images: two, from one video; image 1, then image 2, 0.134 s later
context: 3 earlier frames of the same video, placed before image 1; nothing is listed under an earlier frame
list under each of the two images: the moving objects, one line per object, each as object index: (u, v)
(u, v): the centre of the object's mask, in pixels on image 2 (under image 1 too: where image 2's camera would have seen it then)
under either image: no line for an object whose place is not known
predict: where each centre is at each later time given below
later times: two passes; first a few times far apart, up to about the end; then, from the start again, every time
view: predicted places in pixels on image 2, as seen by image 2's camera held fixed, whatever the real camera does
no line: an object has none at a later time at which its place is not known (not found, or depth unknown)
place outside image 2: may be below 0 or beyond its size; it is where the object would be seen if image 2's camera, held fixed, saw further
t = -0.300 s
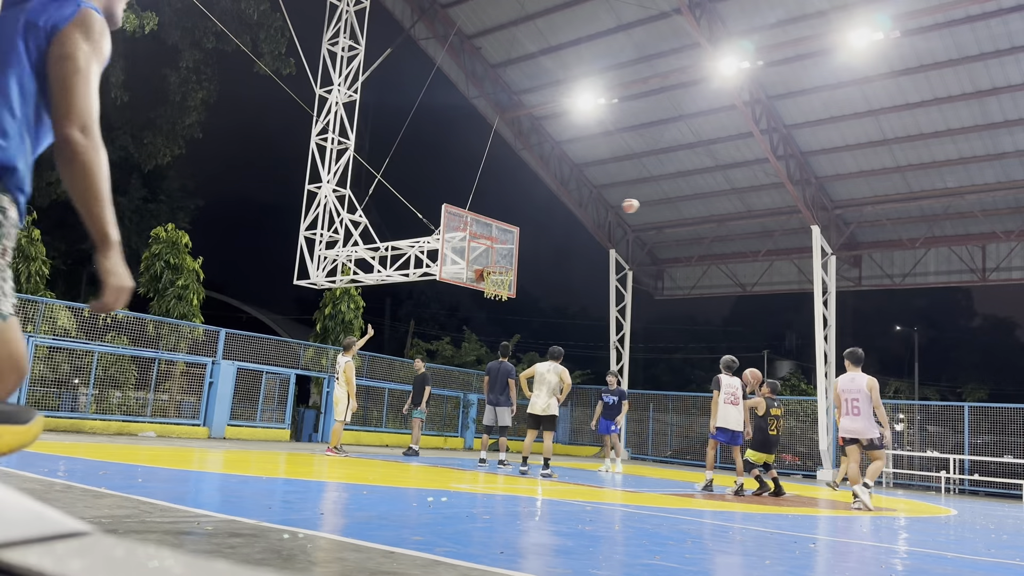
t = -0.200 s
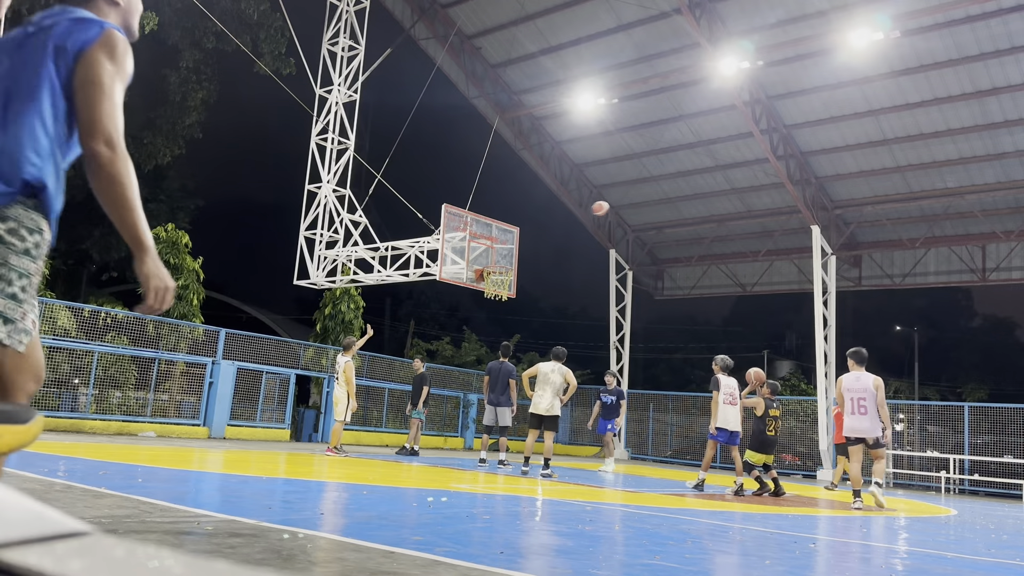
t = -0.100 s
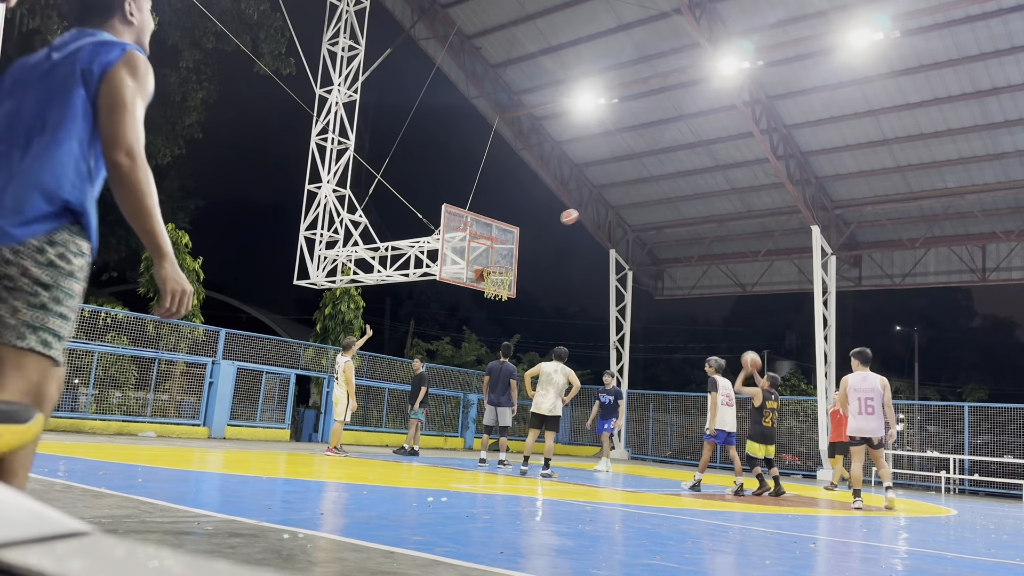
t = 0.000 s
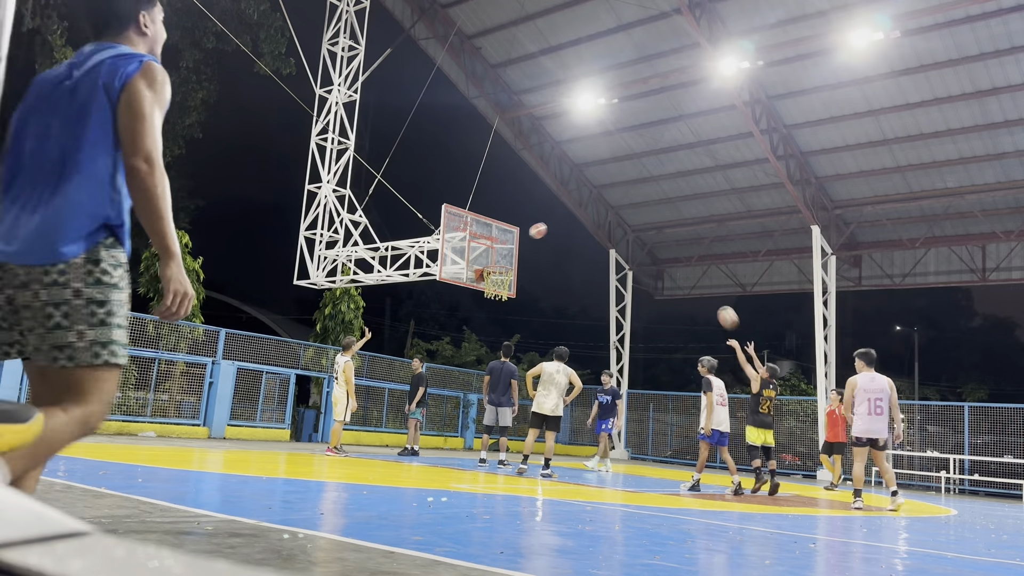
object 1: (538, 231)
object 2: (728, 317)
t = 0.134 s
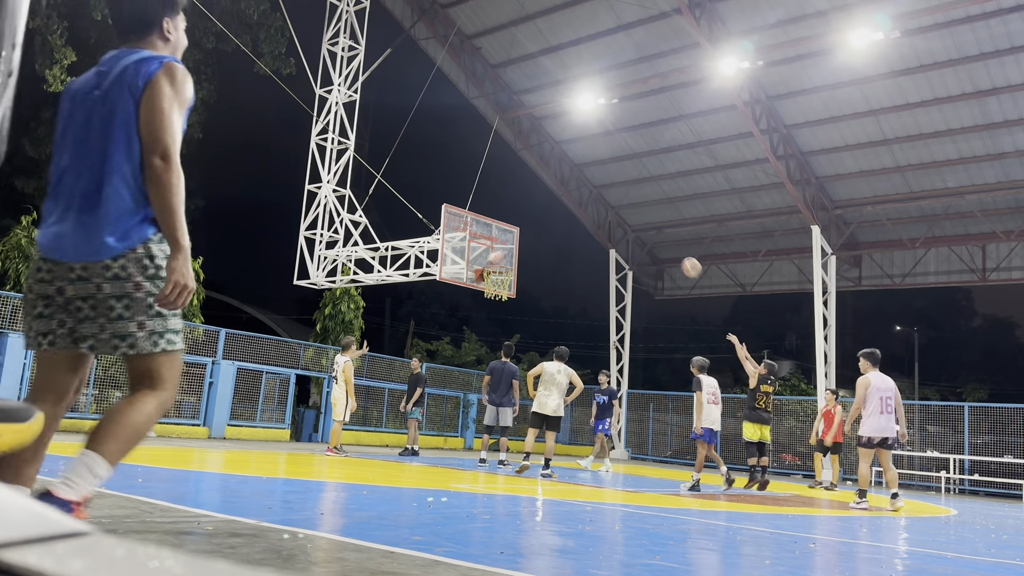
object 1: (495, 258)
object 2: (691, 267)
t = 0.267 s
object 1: (514, 246)
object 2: (657, 233)
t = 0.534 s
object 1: (566, 235)
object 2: (595, 202)
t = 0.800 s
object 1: (613, 262)
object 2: (536, 218)
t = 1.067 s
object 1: (654, 326)
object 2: (489, 256)
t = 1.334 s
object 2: (497, 242)
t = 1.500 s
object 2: (512, 253)
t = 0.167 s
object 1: (492, 260)
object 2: (683, 257)
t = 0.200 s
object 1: (499, 256)
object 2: (674, 248)
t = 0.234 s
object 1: (506, 251)
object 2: (666, 240)
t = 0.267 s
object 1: (514, 246)
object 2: (657, 233)
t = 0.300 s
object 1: (521, 242)
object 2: (649, 226)
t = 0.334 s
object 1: (527, 240)
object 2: (641, 220)
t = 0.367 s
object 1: (534, 237)
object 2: (633, 216)
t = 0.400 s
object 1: (540, 235)
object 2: (625, 211)
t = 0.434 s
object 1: (547, 234)
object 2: (618, 208)
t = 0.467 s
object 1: (554, 234)
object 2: (610, 205)
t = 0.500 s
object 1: (560, 234)
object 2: (602, 204)
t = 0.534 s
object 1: (566, 235)
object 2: (595, 202)
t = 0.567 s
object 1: (572, 236)
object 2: (587, 202)
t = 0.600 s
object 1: (578, 238)
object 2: (580, 202)
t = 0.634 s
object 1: (584, 241)
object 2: (572, 203)
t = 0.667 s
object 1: (590, 244)
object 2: (565, 205)
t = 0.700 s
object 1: (596, 248)
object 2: (558, 207)
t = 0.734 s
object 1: (601, 252)
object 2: (551, 210)
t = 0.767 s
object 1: (607, 257)
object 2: (543, 214)
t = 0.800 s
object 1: (613, 262)
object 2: (536, 218)
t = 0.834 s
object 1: (619, 269)
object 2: (529, 222)
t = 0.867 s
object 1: (623, 275)
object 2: (523, 227)
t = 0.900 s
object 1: (629, 282)
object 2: (516, 233)
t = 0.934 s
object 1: (634, 290)
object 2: (509, 240)
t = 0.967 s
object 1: (639, 298)
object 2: (500, 247)
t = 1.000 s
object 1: (644, 307)
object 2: (492, 256)
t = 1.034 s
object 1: (649, 316)
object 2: (489, 258)
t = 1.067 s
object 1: (654, 326)
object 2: (489, 256)
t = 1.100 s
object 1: (659, 336)
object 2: (487, 252)
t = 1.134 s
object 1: (664, 347)
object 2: (485, 250)
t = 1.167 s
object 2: (483, 248)
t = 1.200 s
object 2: (485, 246)
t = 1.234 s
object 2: (489, 244)
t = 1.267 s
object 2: (491, 243)
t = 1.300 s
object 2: (494, 243)
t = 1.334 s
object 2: (497, 242)
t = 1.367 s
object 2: (499, 243)
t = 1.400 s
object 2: (502, 244)
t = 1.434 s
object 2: (505, 246)
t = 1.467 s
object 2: (509, 249)
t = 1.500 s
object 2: (512, 253)
